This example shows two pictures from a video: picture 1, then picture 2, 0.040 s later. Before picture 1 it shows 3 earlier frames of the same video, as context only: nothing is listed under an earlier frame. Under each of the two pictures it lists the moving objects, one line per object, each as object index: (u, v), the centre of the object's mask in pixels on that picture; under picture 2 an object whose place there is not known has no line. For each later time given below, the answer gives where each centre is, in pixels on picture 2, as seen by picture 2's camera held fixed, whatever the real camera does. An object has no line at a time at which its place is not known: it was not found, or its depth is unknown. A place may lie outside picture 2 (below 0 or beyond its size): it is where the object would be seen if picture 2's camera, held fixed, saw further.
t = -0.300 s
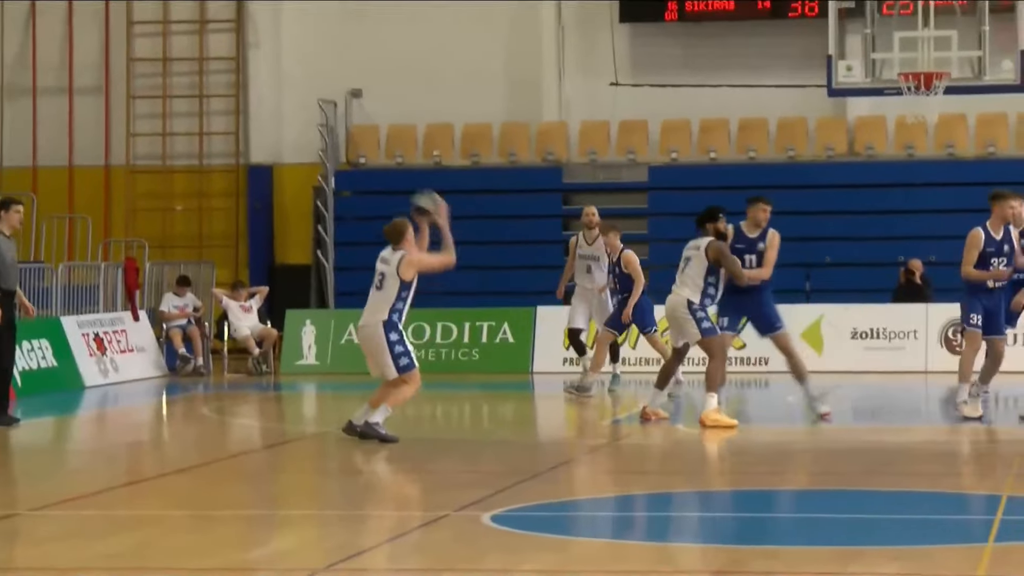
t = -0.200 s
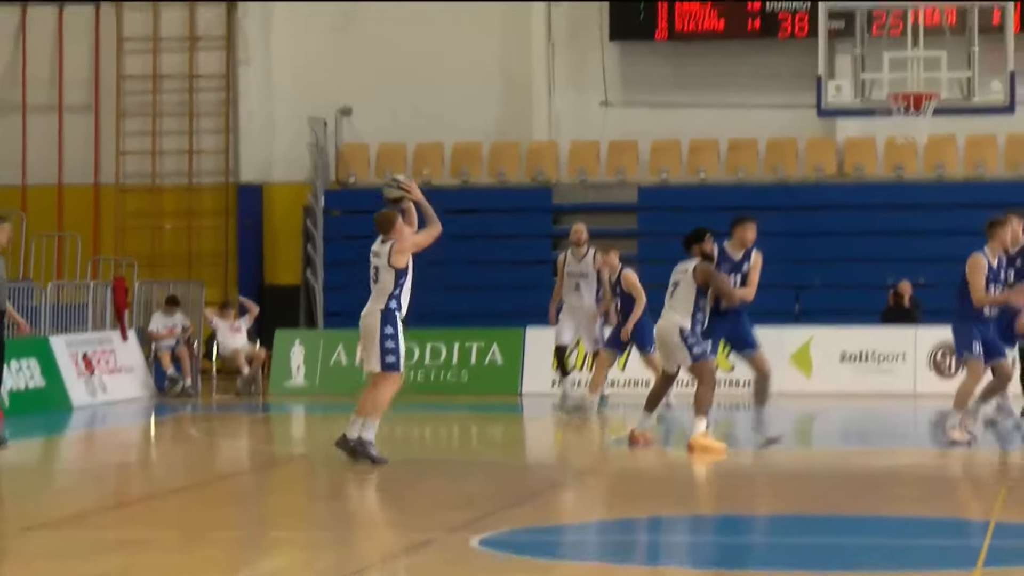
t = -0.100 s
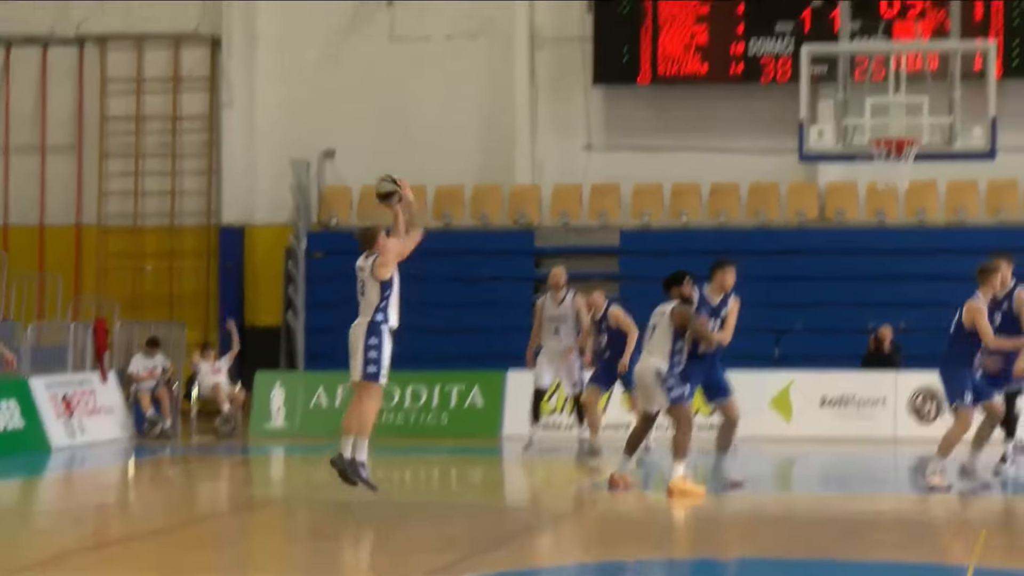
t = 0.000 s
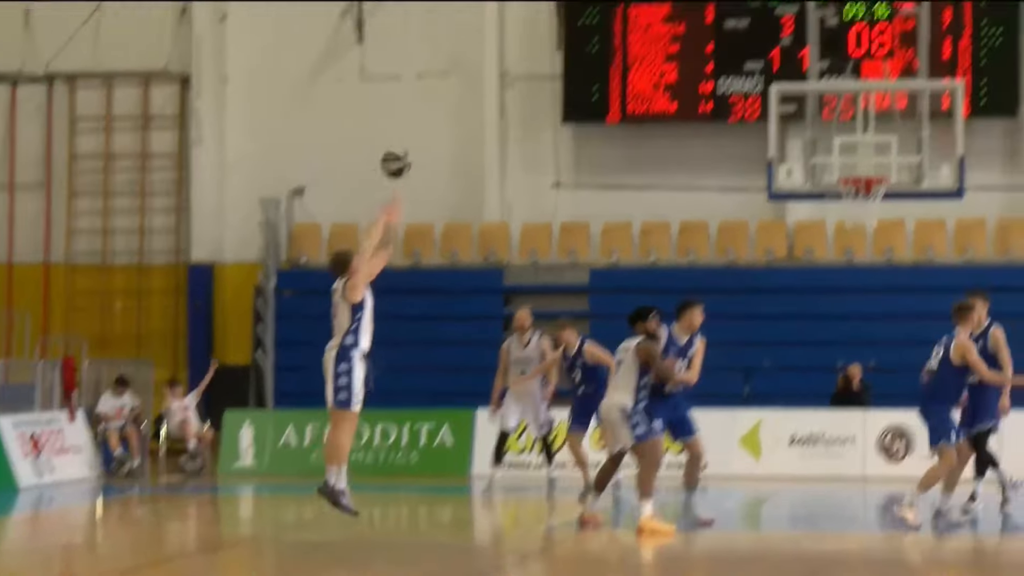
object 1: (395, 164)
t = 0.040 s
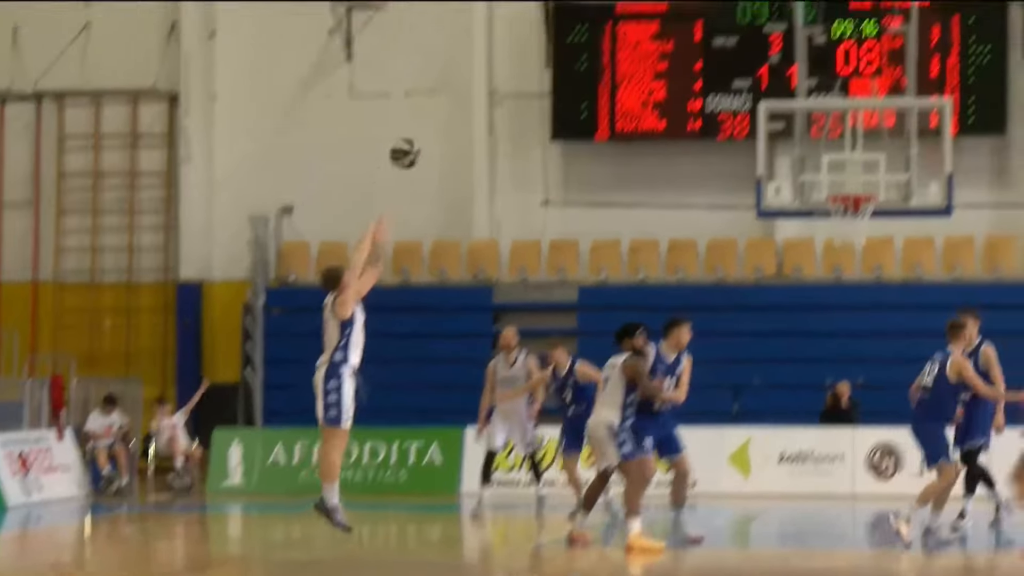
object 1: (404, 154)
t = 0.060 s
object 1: (414, 141)
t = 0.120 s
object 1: (443, 107)
